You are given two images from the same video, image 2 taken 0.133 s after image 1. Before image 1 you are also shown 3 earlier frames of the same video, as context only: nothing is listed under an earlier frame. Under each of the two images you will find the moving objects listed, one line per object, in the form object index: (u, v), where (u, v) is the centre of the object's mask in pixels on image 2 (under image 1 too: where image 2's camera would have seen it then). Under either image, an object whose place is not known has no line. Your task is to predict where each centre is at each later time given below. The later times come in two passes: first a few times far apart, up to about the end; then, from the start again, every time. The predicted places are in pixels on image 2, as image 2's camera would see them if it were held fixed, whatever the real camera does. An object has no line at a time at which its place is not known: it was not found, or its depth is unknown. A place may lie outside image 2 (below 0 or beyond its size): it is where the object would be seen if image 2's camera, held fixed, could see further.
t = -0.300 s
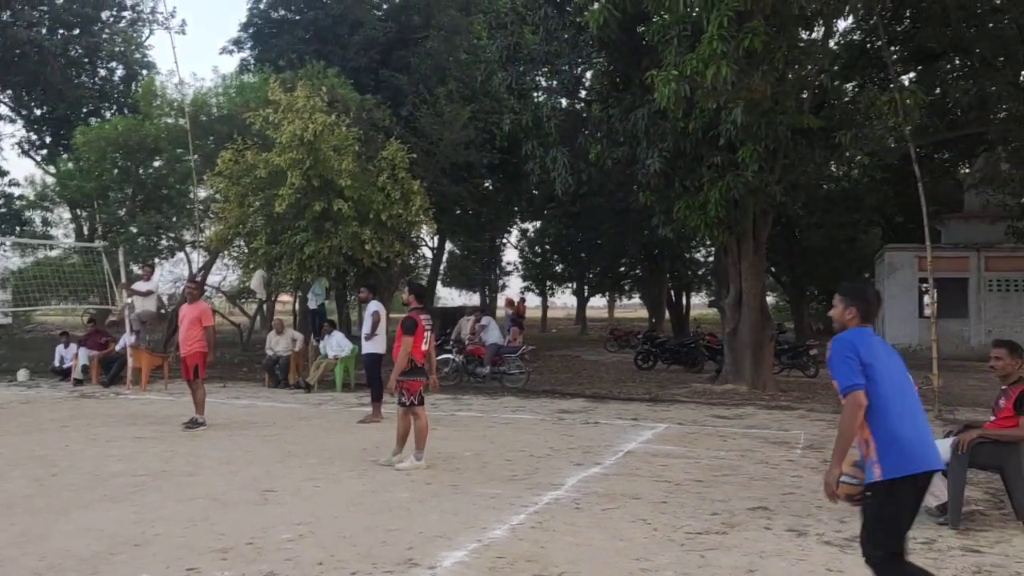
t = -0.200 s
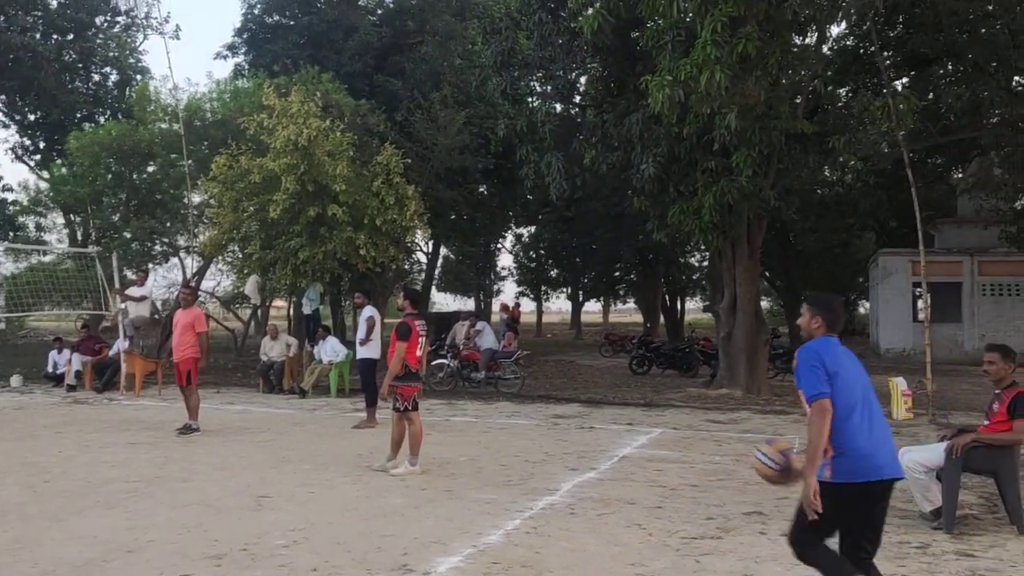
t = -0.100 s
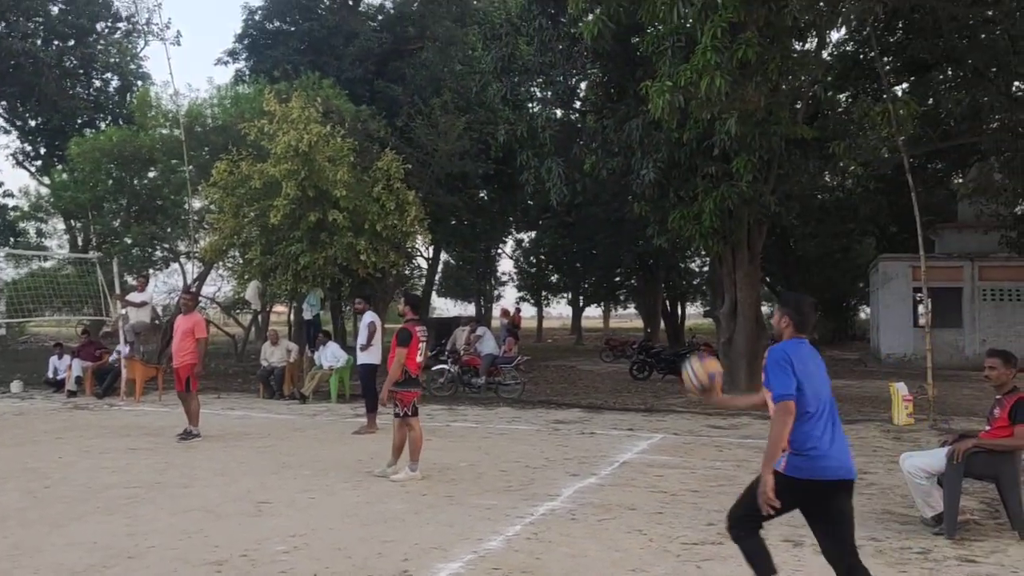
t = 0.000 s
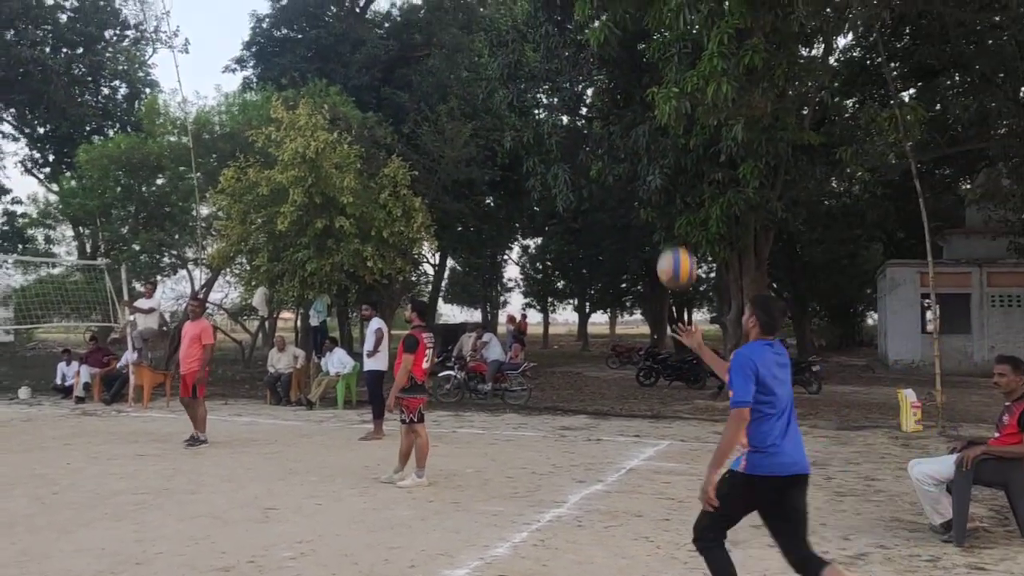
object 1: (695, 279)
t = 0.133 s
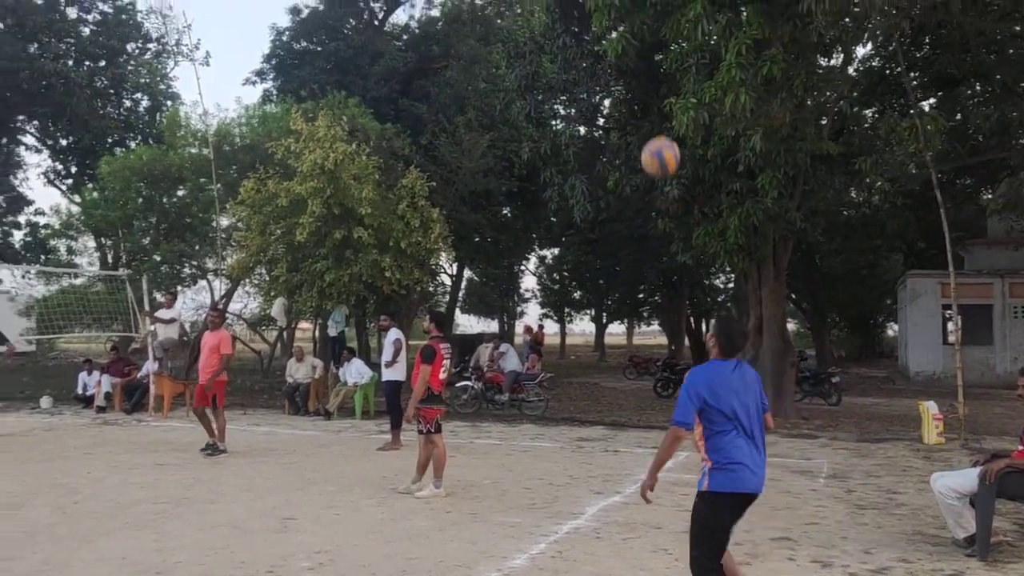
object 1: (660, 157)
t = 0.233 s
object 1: (635, 88)
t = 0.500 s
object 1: (570, -3)
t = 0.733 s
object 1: (516, 14)
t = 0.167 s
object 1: (652, 132)
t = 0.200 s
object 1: (644, 109)
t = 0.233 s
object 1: (635, 88)
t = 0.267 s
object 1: (626, 69)
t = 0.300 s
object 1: (618, 52)
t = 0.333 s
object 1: (610, 38)
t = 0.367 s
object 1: (602, 26)
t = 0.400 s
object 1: (593, 16)
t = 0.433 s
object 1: (586, 8)
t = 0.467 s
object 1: (578, 1)
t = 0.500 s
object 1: (570, -3)
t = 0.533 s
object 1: (563, -6)
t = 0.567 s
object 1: (556, -7)
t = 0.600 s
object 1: (549, -6)
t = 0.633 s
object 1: (542, -3)
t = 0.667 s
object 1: (533, 1)
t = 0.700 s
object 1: (526, 6)
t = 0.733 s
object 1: (516, 14)
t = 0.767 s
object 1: (507, 24)
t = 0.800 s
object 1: (499, 35)
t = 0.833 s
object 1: (494, 49)
